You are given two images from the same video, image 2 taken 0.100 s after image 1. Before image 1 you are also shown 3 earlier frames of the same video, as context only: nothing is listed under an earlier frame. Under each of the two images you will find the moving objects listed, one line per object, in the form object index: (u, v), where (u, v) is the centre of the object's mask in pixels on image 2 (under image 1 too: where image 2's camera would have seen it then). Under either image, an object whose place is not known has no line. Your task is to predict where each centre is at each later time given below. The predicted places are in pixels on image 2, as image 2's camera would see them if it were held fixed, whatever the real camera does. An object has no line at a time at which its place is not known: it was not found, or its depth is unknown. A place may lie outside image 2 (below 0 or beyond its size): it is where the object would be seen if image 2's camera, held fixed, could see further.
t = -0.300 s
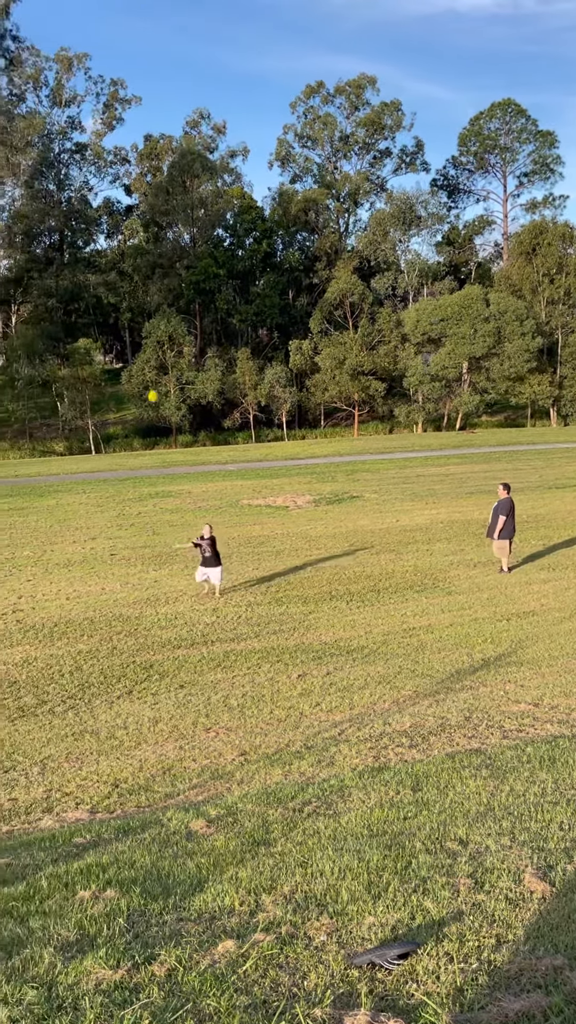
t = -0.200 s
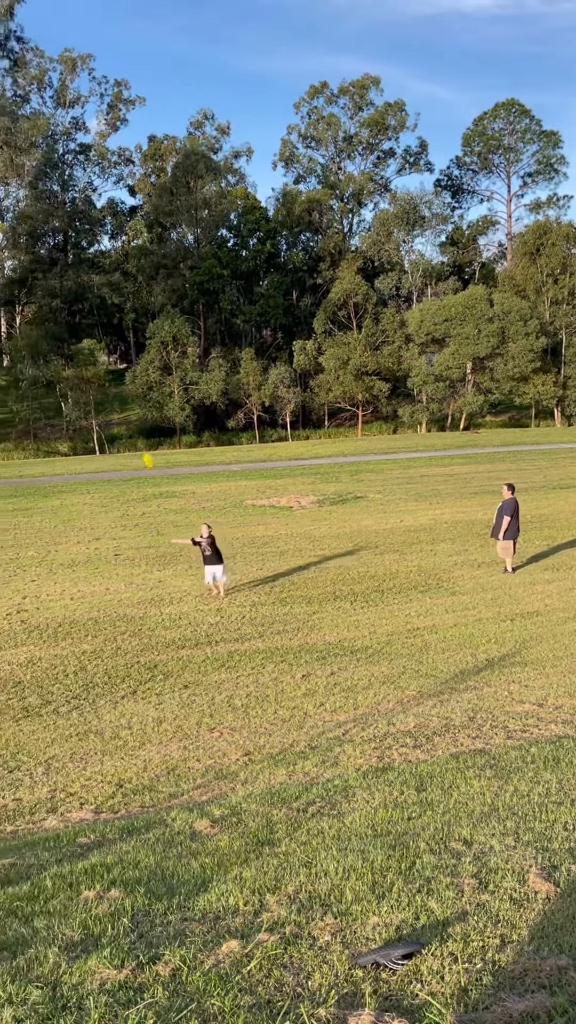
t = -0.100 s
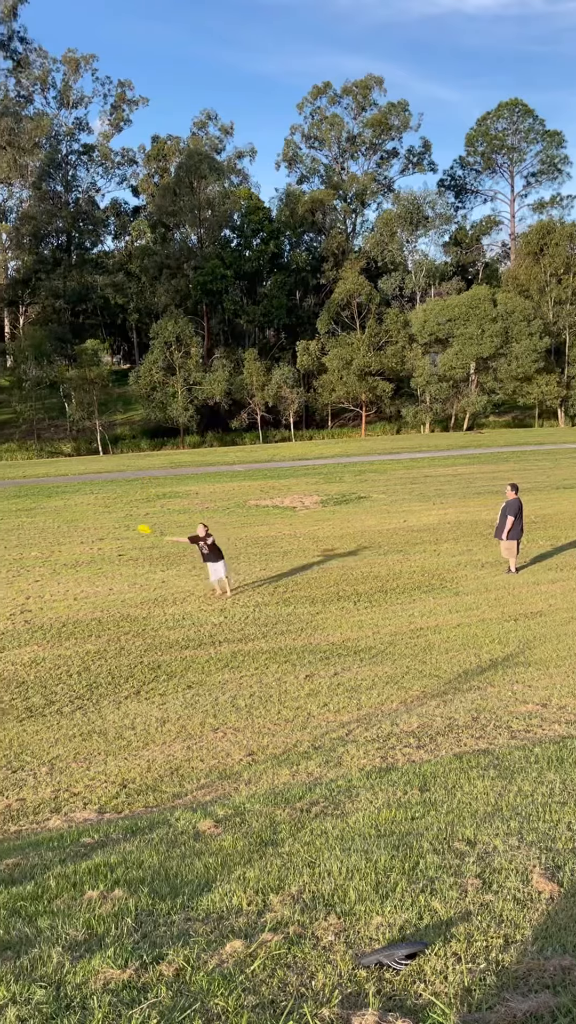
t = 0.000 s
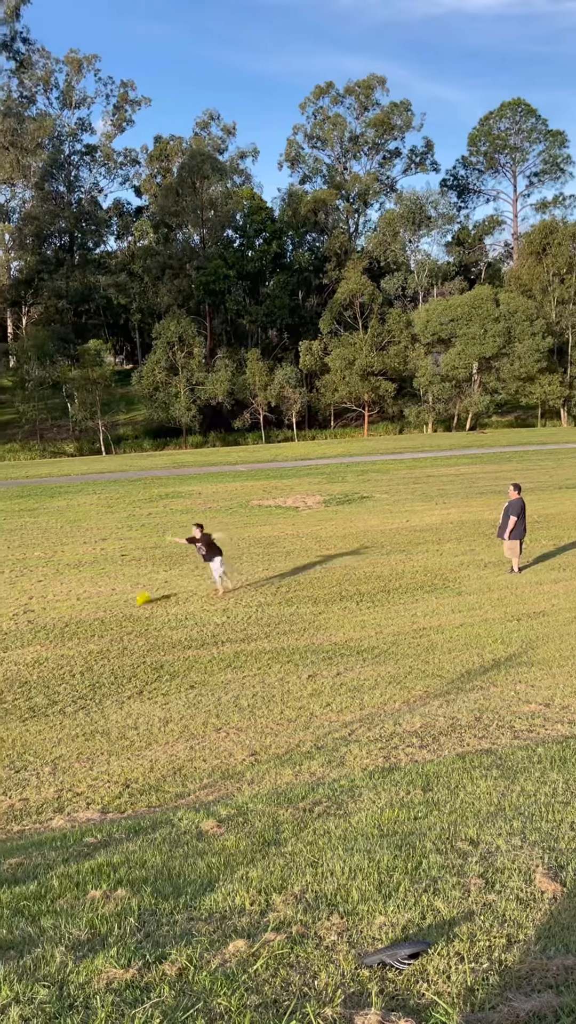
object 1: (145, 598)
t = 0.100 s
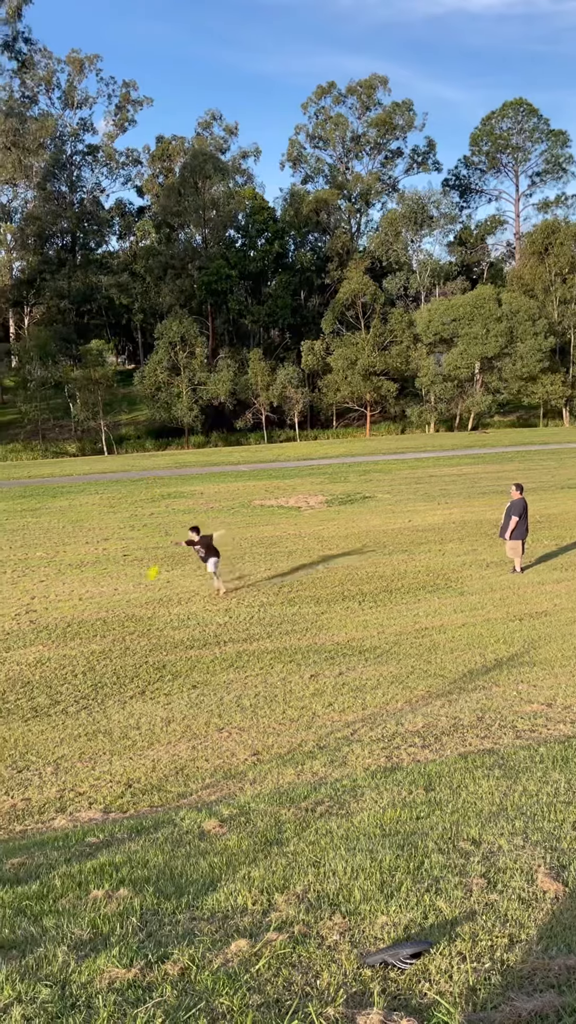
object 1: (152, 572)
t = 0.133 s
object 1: (158, 561)
